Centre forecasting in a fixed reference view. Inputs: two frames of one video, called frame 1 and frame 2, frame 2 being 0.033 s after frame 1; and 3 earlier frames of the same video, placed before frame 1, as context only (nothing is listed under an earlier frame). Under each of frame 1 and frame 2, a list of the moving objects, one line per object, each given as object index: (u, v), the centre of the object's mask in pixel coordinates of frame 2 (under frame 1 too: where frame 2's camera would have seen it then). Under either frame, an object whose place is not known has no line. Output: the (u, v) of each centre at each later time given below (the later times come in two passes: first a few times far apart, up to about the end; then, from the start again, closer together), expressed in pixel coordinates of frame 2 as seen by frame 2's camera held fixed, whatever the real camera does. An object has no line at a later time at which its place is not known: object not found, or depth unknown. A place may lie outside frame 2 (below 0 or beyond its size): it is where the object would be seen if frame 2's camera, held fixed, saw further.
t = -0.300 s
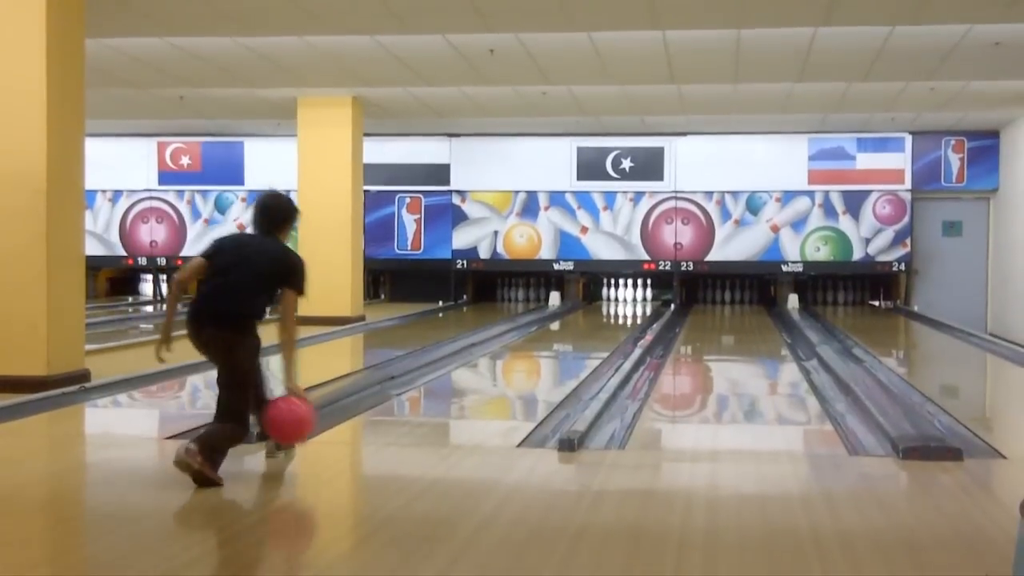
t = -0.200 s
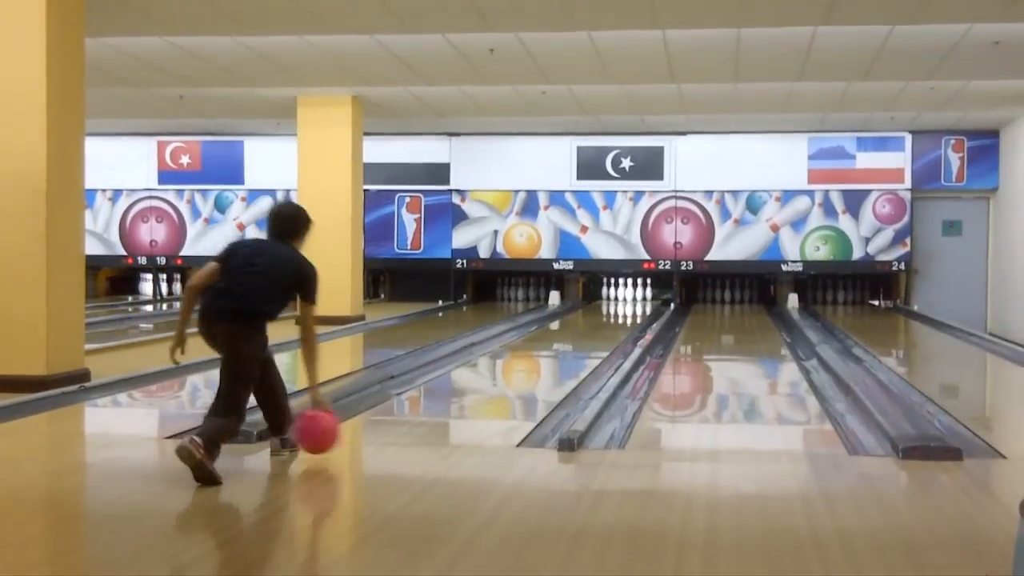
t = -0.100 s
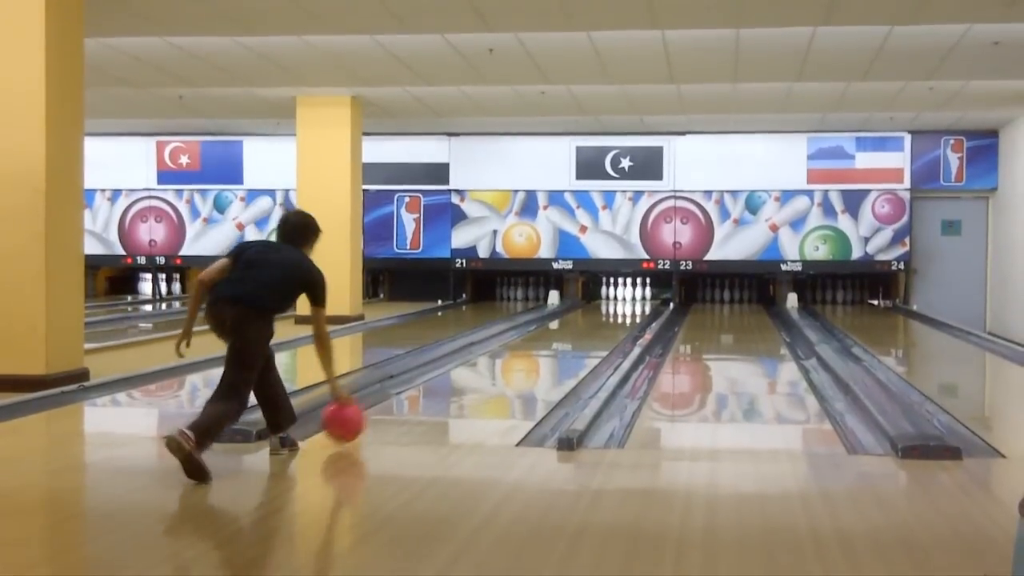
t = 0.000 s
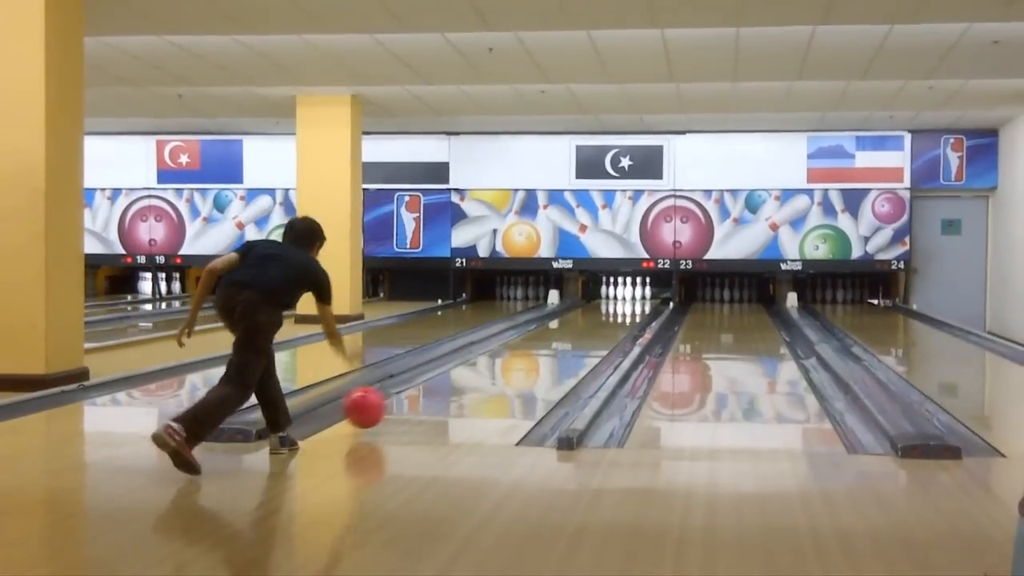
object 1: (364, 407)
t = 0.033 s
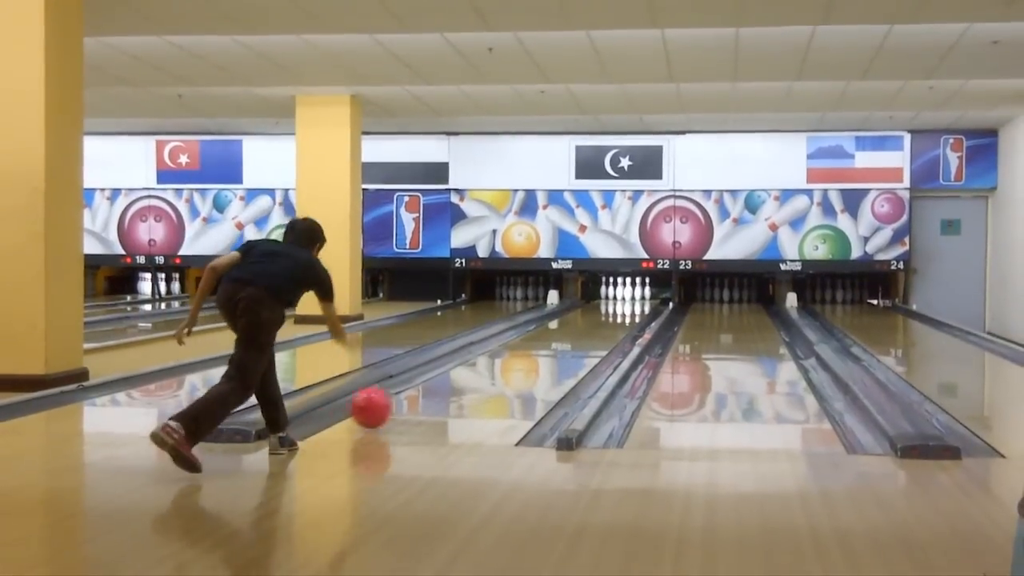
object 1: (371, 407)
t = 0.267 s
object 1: (411, 392)
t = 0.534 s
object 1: (447, 375)
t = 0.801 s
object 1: (475, 362)
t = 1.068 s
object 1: (498, 352)
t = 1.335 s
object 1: (518, 343)
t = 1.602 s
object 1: (534, 335)
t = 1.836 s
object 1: (548, 329)
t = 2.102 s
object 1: (559, 323)
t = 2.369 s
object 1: (569, 318)
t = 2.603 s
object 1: (577, 314)
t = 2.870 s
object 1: (584, 310)
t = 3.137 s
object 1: (590, 308)
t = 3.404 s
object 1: (594, 305)
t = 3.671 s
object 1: (598, 302)
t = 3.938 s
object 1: (601, 299)
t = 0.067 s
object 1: (377, 407)
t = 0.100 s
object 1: (383, 404)
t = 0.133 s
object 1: (389, 402)
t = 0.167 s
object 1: (394, 400)
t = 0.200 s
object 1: (400, 397)
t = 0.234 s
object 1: (406, 394)
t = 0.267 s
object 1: (411, 392)
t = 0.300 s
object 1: (416, 390)
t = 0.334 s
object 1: (421, 387)
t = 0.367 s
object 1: (425, 385)
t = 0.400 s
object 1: (430, 383)
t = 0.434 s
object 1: (434, 382)
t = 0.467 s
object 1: (438, 379)
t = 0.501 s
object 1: (442, 377)
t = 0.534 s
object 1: (447, 375)
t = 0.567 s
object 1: (450, 374)
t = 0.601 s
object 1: (454, 372)
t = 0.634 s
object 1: (459, 370)
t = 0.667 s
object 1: (462, 368)
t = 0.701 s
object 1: (465, 367)
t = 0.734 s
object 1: (468, 365)
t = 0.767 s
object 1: (472, 364)
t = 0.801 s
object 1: (475, 362)
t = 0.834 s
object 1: (479, 361)
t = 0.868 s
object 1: (482, 359)
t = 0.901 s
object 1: (484, 358)
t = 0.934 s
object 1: (487, 357)
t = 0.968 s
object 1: (490, 355)
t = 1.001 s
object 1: (493, 354)
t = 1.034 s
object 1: (496, 352)
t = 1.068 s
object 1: (498, 352)
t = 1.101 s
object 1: (501, 350)
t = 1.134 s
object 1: (503, 349)
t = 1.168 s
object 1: (506, 348)
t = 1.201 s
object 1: (508, 347)
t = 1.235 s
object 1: (511, 346)
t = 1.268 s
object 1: (514, 345)
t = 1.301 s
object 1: (515, 344)
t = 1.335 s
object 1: (518, 343)
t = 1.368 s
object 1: (520, 342)
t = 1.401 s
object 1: (521, 342)
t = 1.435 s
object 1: (524, 340)
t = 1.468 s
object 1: (526, 339)
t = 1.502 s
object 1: (528, 338)
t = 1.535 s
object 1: (530, 337)
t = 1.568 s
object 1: (532, 336)
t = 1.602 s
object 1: (534, 335)
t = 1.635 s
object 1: (535, 334)
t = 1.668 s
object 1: (538, 333)
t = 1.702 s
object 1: (540, 332)
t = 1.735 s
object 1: (542, 331)
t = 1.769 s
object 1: (544, 330)
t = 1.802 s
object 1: (545, 330)
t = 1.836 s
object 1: (548, 329)
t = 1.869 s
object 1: (549, 328)
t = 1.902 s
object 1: (550, 327)
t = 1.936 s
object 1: (552, 327)
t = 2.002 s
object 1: (555, 325)
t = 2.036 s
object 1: (557, 325)
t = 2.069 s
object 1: (558, 324)
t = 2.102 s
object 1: (559, 323)
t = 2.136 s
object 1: (560, 323)
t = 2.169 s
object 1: (562, 322)
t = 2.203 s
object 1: (563, 321)
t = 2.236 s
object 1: (564, 321)
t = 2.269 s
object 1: (565, 320)
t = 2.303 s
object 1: (566, 320)
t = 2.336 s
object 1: (568, 319)
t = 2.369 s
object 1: (569, 318)
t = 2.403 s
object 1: (570, 318)
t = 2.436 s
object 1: (571, 317)
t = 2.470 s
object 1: (572, 317)
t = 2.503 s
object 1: (573, 316)
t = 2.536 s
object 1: (575, 316)
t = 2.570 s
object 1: (576, 315)
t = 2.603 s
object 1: (577, 314)
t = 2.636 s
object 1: (577, 314)
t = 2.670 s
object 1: (578, 314)
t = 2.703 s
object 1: (579, 313)
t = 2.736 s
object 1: (581, 313)
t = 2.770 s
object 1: (582, 312)
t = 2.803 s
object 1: (583, 312)
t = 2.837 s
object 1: (584, 311)
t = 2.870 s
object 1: (584, 310)
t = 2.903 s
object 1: (585, 311)
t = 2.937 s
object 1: (586, 310)
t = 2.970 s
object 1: (587, 310)
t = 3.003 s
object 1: (588, 309)
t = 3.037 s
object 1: (588, 309)
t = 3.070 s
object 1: (589, 309)
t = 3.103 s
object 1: (589, 308)
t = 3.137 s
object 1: (590, 308)
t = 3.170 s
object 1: (590, 307)
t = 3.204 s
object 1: (591, 307)
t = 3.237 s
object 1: (591, 307)
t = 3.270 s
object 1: (592, 306)
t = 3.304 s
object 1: (593, 306)
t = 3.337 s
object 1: (593, 305)
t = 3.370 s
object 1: (594, 305)
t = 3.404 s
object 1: (594, 305)
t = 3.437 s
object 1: (595, 304)
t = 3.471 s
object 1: (595, 304)
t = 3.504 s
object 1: (596, 304)
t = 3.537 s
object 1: (596, 303)
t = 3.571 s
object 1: (597, 303)
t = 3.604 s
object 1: (597, 303)
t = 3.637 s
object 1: (598, 302)
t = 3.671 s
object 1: (598, 302)
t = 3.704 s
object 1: (598, 302)
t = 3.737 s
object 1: (599, 302)
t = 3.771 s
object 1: (599, 301)
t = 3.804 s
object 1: (599, 301)
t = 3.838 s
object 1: (600, 301)
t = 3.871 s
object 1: (600, 300)
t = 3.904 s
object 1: (601, 300)
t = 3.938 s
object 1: (601, 299)
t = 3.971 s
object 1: (601, 299)
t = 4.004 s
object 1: (601, 299)
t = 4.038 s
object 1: (601, 299)
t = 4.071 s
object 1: (602, 299)
